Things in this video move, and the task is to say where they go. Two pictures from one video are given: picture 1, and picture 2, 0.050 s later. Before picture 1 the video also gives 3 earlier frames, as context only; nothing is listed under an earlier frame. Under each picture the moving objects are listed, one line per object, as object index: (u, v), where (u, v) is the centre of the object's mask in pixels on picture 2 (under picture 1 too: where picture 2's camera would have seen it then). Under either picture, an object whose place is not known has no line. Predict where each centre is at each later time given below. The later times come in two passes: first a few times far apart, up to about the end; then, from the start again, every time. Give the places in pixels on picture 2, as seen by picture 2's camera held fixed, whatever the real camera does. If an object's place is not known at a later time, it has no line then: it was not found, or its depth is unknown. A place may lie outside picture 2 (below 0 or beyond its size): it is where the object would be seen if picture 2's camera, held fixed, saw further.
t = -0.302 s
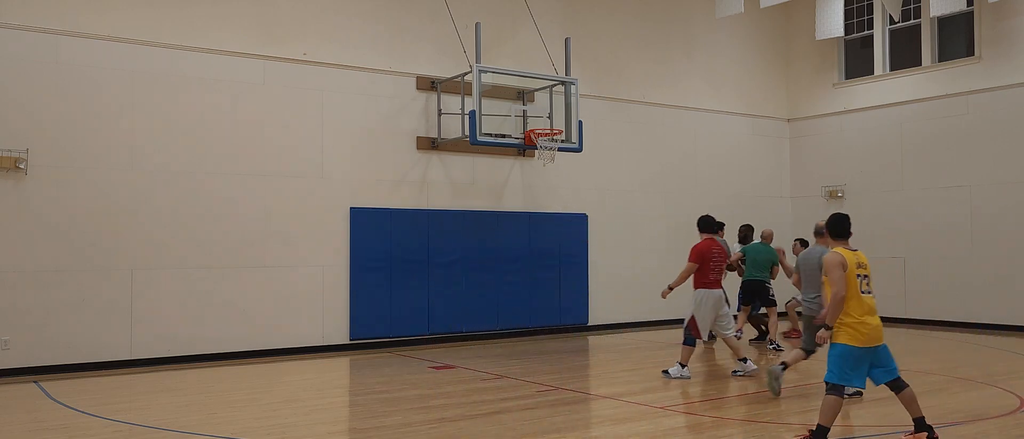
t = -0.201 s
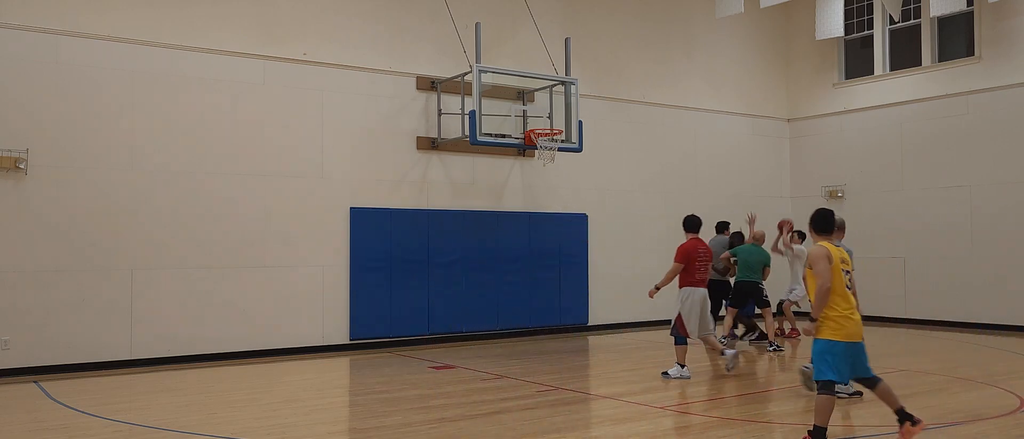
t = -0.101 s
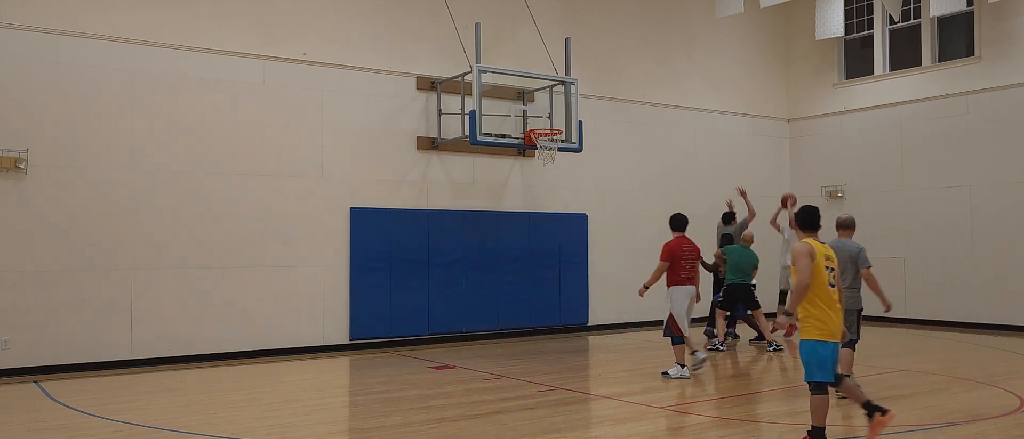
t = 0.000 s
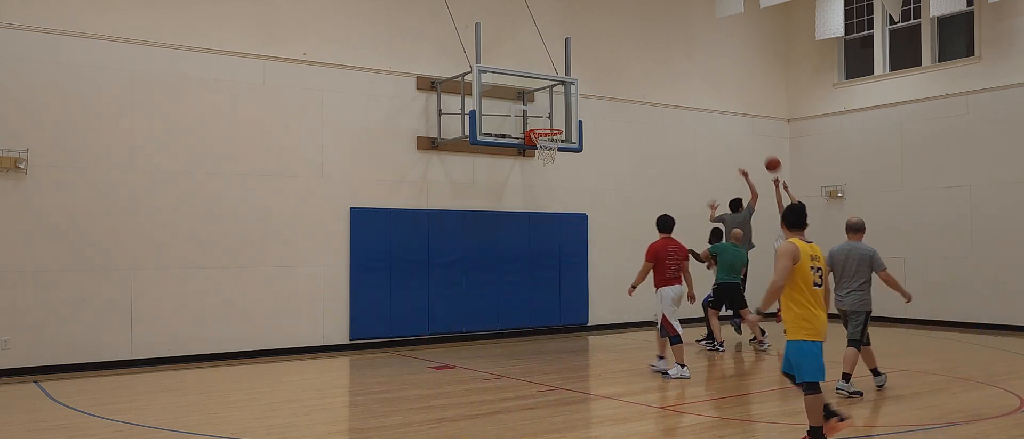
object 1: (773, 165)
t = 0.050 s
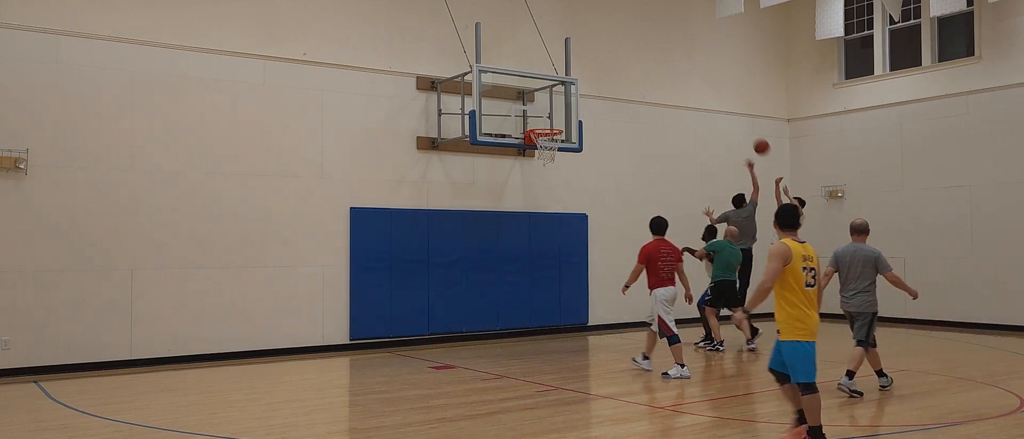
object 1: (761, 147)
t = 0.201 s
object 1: (727, 103)
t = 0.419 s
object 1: (678, 63)
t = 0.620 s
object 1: (631, 53)
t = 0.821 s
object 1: (584, 69)
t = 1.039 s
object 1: (531, 118)
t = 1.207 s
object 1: (494, 104)
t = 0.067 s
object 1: (758, 141)
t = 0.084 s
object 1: (754, 136)
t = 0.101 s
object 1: (750, 131)
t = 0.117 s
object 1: (746, 126)
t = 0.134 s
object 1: (743, 121)
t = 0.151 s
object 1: (739, 116)
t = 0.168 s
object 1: (735, 111)
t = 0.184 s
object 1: (731, 107)
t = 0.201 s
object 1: (727, 103)
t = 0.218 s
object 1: (724, 98)
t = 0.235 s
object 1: (720, 95)
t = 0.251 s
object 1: (716, 91)
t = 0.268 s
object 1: (712, 87)
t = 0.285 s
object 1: (709, 84)
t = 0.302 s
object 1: (705, 81)
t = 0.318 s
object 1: (701, 78)
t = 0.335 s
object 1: (697, 75)
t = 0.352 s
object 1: (693, 72)
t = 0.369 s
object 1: (689, 69)
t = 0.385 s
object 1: (686, 67)
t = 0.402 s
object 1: (682, 65)
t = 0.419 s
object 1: (678, 63)
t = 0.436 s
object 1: (674, 61)
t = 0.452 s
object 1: (670, 60)
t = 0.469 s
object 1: (666, 58)
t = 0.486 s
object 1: (662, 57)
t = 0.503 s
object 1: (659, 56)
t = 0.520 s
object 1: (655, 55)
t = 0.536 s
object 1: (651, 54)
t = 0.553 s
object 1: (647, 53)
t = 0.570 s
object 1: (643, 53)
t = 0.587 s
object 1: (639, 53)
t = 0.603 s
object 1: (635, 53)
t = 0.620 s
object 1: (631, 53)
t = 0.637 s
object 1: (627, 53)
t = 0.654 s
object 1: (624, 54)
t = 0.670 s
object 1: (619, 55)
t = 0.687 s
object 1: (616, 55)
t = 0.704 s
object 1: (612, 57)
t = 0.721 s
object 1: (608, 58)
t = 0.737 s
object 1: (604, 59)
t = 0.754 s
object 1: (600, 61)
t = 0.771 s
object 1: (596, 63)
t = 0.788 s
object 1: (592, 65)
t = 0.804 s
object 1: (588, 67)
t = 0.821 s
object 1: (584, 69)
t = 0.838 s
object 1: (580, 72)
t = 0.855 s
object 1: (576, 74)
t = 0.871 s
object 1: (572, 78)
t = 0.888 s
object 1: (568, 81)
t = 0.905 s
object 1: (563, 84)
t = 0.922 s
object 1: (559, 88)
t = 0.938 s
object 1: (555, 91)
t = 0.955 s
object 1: (551, 96)
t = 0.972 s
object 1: (547, 100)
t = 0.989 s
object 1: (543, 104)
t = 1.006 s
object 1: (539, 109)
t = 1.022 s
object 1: (536, 113)
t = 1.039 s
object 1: (531, 118)
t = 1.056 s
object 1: (527, 123)
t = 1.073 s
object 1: (523, 121)
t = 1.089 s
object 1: (520, 118)
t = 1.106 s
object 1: (516, 115)
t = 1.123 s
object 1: (512, 113)
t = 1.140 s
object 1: (508, 111)
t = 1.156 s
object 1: (504, 109)
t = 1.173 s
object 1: (501, 107)
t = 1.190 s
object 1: (497, 105)
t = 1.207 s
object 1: (494, 104)
